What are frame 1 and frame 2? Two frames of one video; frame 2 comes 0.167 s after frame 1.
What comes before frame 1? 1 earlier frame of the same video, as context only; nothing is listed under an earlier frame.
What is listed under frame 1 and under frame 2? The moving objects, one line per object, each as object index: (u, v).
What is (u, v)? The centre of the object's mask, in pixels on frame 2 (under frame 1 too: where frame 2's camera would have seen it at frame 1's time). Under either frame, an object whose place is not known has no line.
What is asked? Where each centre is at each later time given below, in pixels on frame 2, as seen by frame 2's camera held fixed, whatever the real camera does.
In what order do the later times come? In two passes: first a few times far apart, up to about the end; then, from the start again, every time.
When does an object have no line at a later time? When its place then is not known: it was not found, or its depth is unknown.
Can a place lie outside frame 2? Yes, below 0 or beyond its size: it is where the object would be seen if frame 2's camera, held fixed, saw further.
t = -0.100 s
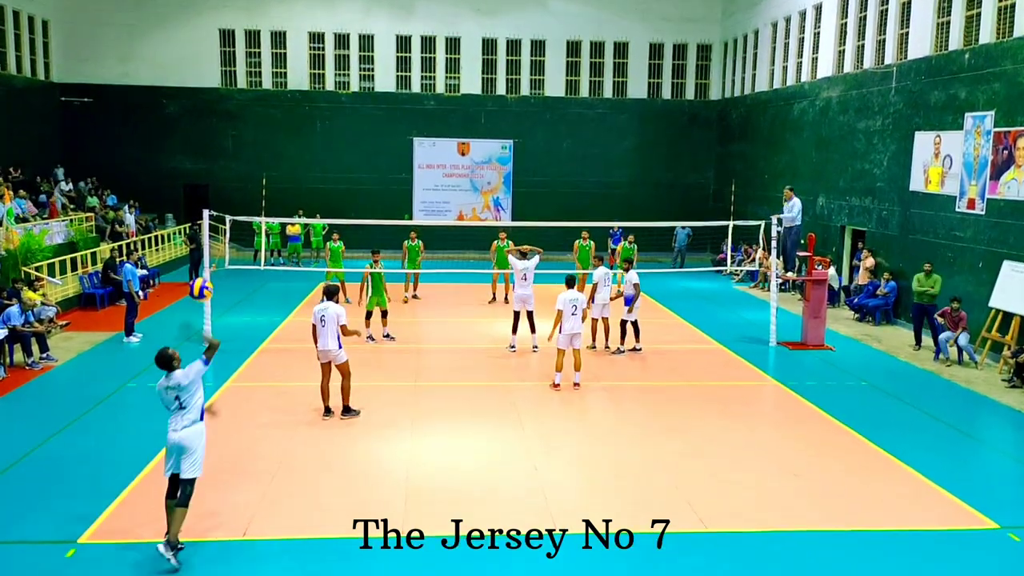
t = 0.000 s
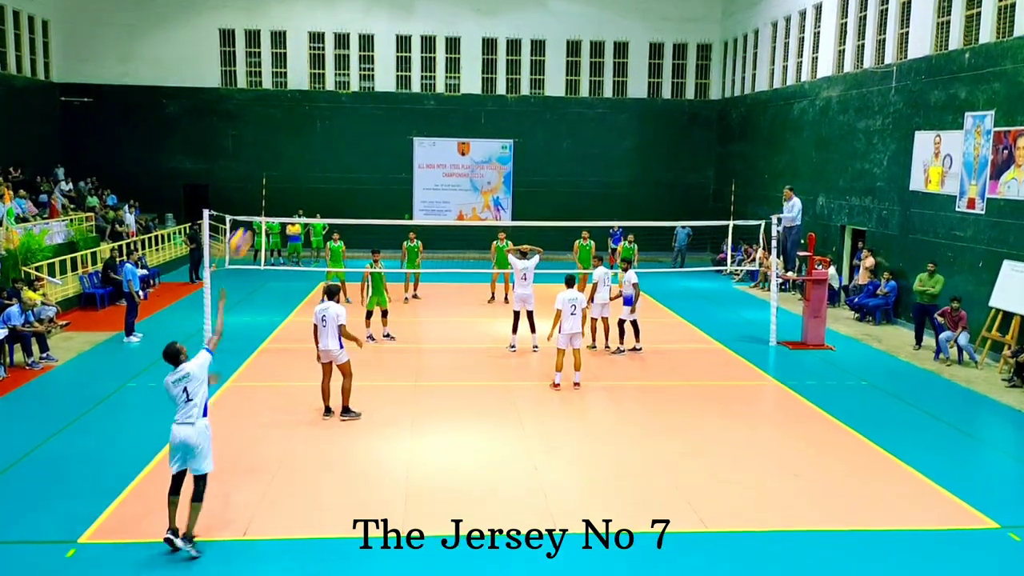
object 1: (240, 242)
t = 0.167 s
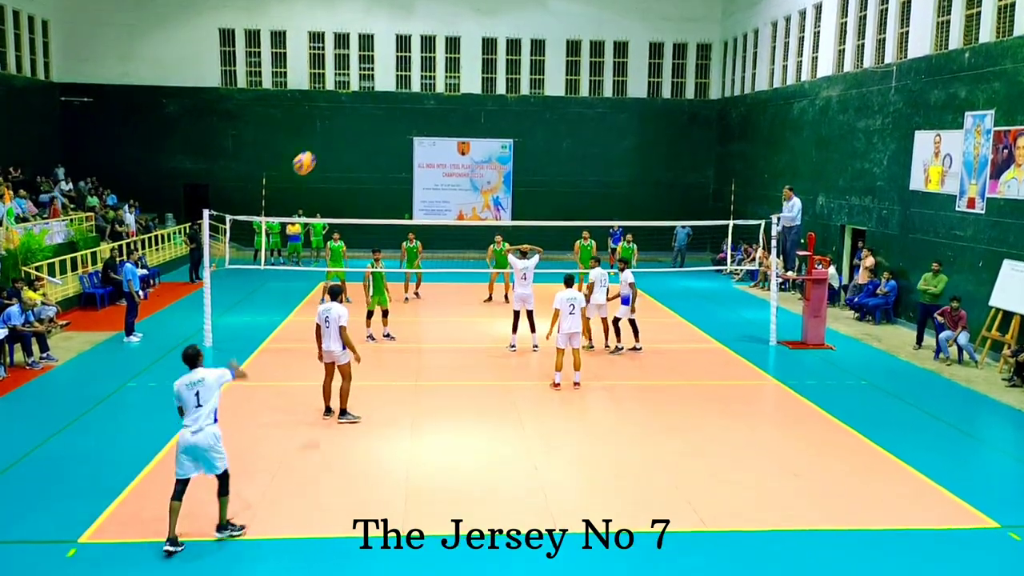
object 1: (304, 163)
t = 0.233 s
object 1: (324, 145)
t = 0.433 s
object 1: (372, 119)
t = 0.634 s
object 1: (396, 129)
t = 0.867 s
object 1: (416, 160)
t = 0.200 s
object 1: (314, 153)
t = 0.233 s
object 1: (324, 145)
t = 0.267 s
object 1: (332, 138)
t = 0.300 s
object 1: (340, 132)
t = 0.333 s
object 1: (348, 127)
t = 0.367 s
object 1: (355, 124)
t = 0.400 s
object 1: (361, 121)
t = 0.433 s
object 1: (372, 119)
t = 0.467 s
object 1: (377, 119)
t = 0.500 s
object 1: (382, 120)
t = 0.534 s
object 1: (386, 121)
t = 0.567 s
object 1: (390, 124)
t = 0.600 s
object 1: (393, 126)
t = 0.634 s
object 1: (396, 129)
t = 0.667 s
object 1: (400, 133)
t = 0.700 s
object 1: (403, 136)
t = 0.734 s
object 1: (406, 140)
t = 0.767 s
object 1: (408, 145)
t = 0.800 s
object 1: (411, 149)
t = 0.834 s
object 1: (413, 155)
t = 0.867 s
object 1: (416, 160)
